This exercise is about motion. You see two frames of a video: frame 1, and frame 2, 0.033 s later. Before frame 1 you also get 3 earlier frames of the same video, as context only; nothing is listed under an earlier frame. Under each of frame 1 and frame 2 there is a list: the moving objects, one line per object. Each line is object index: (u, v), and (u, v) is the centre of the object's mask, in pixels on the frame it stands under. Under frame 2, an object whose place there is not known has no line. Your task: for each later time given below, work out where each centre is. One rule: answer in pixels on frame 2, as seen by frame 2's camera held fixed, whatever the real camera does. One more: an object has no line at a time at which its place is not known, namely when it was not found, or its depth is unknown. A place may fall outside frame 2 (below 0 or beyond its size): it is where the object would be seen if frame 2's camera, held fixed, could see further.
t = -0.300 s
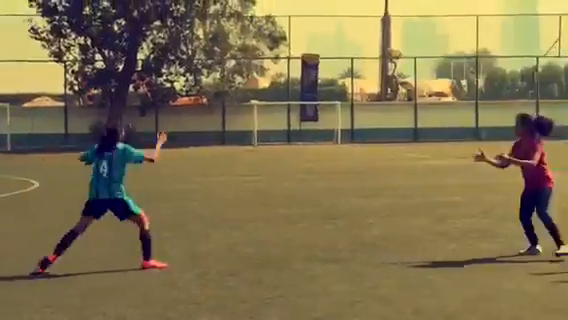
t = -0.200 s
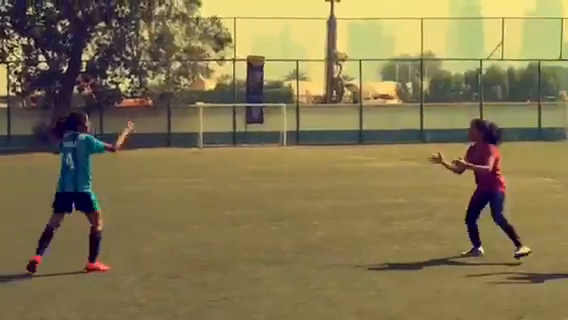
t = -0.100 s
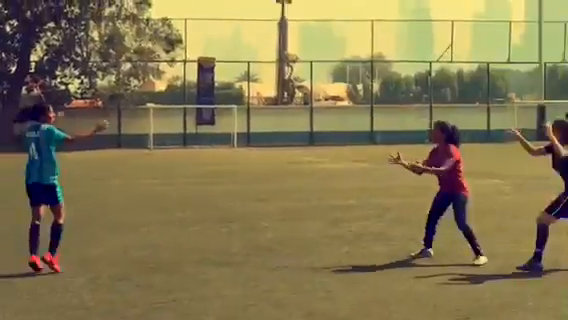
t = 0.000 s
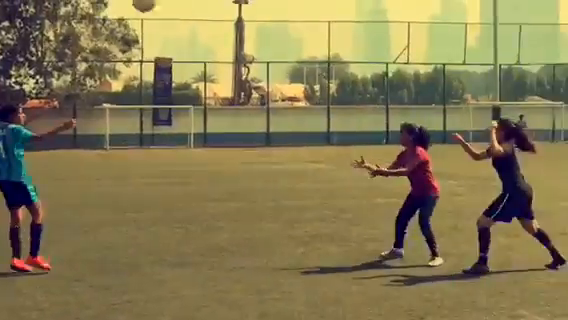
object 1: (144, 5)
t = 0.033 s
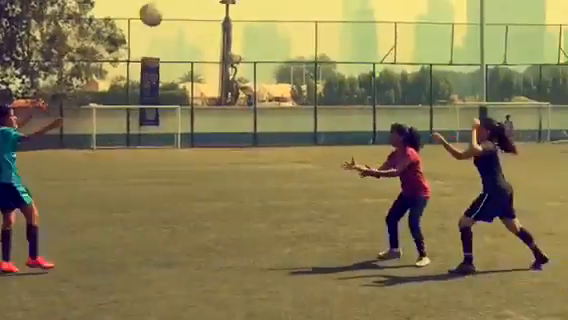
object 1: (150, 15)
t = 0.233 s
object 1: (273, 121)
